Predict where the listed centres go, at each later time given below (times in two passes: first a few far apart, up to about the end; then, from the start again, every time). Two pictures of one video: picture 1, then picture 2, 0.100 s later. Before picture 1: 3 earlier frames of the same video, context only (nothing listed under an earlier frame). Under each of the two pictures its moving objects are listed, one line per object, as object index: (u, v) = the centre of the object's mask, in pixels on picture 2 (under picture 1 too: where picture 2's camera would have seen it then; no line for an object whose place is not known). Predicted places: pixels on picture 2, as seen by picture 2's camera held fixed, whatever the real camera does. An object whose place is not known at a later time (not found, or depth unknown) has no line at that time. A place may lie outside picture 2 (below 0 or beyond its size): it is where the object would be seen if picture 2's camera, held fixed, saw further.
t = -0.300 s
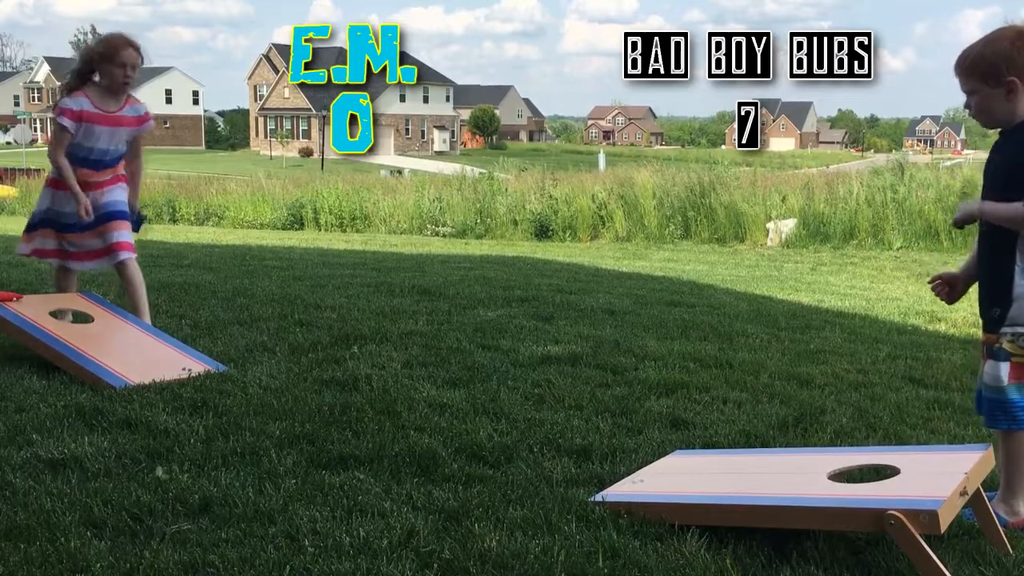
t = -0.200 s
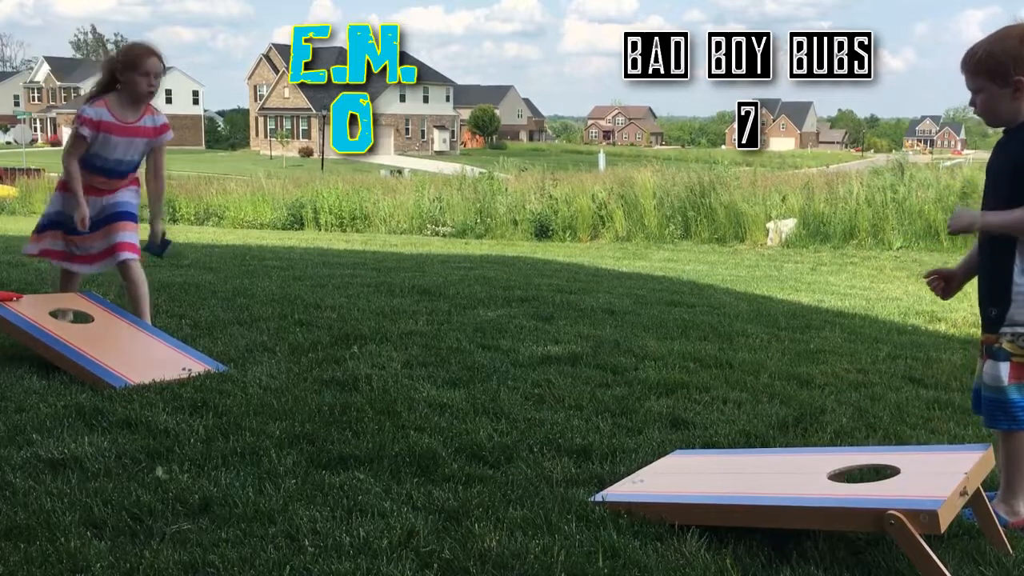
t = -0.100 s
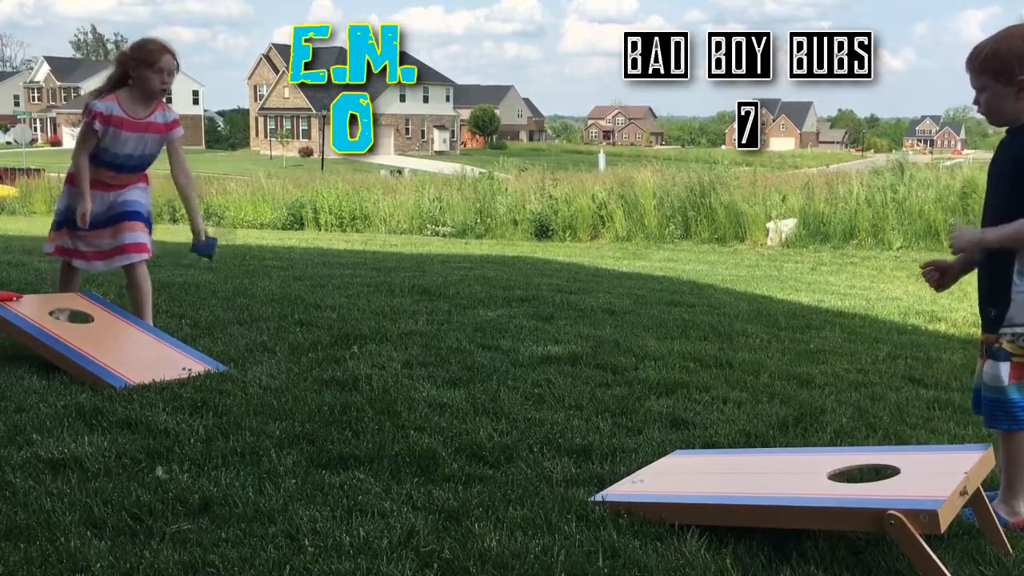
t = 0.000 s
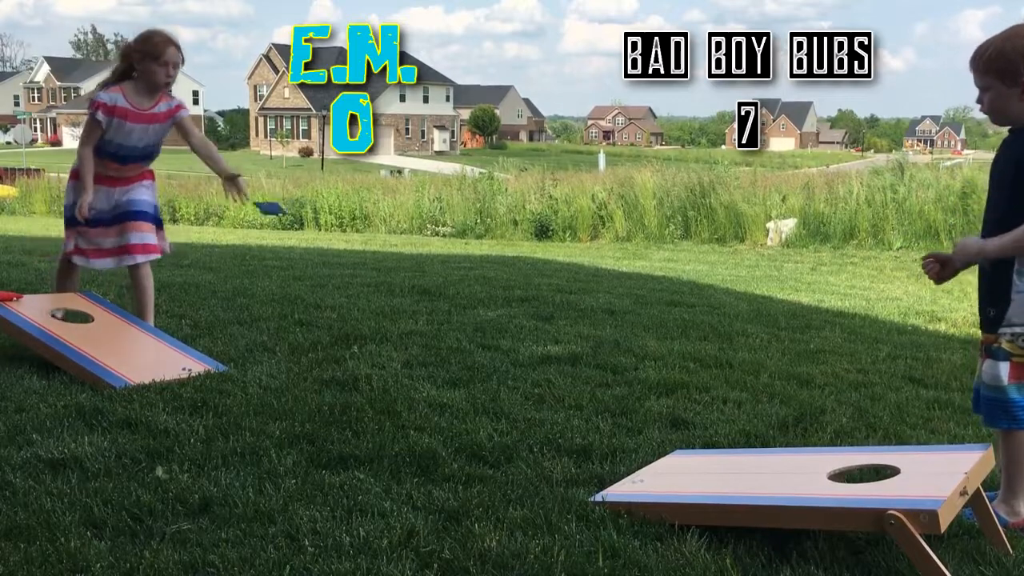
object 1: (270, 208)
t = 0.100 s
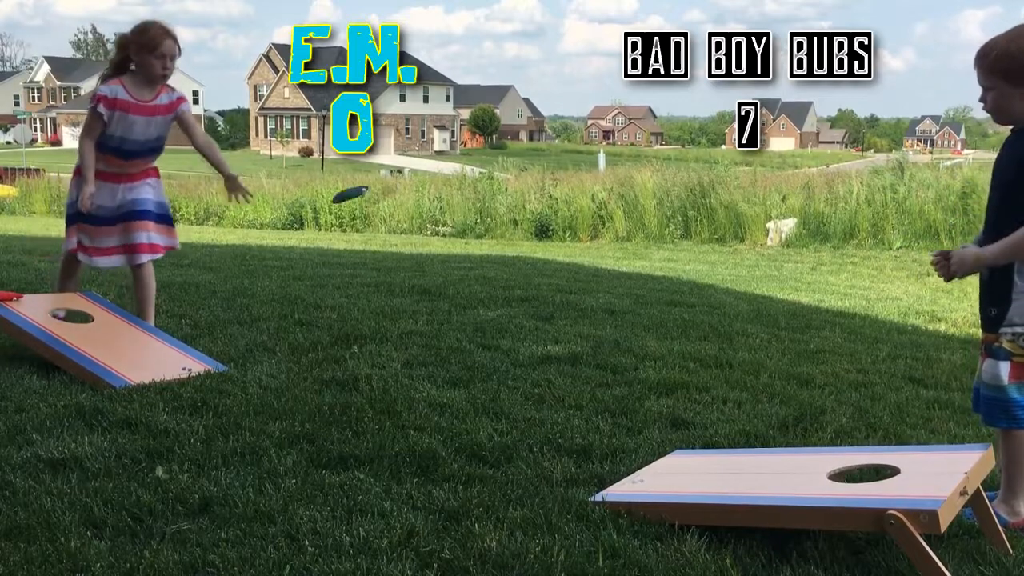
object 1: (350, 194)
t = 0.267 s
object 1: (517, 240)
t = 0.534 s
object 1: (860, 475)
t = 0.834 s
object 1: (949, 492)
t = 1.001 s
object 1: (949, 493)
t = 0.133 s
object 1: (379, 196)
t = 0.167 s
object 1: (411, 201)
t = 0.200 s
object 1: (445, 210)
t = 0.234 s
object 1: (480, 223)
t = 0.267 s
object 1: (517, 240)
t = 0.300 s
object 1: (556, 262)
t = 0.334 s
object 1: (598, 290)
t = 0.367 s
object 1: (641, 323)
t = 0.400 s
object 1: (687, 362)
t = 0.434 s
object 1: (737, 411)
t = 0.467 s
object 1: (792, 467)
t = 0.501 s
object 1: (826, 473)
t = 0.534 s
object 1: (860, 475)
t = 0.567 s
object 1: (872, 475)
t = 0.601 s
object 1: (890, 479)
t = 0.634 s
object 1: (908, 484)
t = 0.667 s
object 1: (922, 485)
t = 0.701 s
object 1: (934, 486)
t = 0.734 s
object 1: (941, 488)
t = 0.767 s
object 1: (946, 489)
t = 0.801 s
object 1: (948, 491)
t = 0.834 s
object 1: (949, 492)
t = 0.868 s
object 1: (949, 492)
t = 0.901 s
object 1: (950, 493)
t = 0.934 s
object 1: (950, 493)
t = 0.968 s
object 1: (950, 493)
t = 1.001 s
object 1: (949, 493)
